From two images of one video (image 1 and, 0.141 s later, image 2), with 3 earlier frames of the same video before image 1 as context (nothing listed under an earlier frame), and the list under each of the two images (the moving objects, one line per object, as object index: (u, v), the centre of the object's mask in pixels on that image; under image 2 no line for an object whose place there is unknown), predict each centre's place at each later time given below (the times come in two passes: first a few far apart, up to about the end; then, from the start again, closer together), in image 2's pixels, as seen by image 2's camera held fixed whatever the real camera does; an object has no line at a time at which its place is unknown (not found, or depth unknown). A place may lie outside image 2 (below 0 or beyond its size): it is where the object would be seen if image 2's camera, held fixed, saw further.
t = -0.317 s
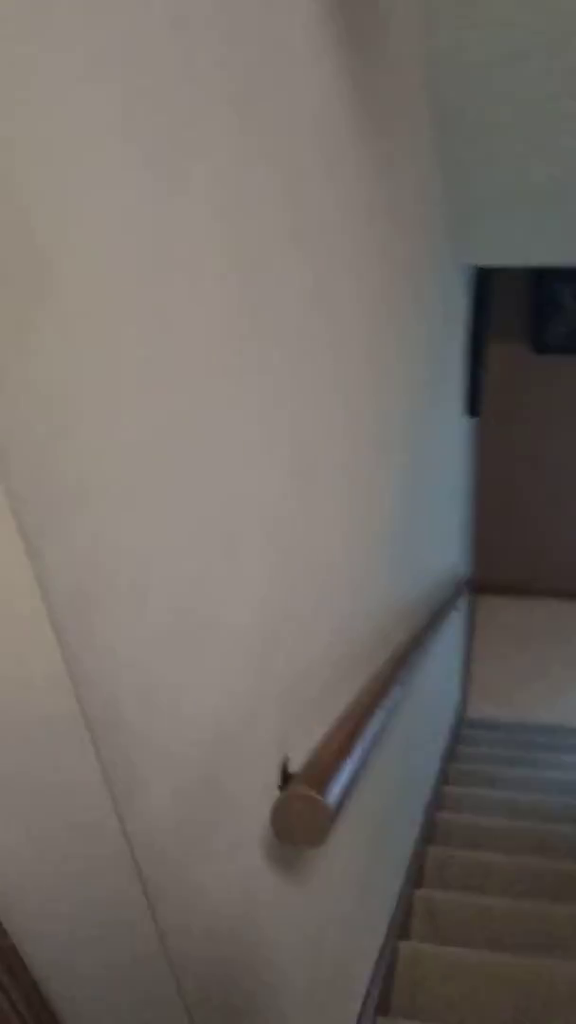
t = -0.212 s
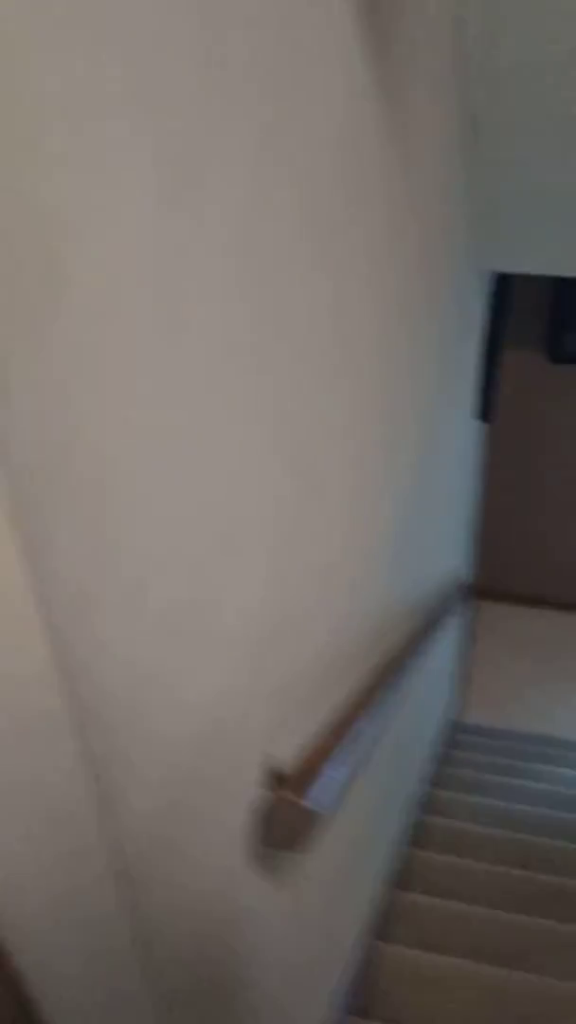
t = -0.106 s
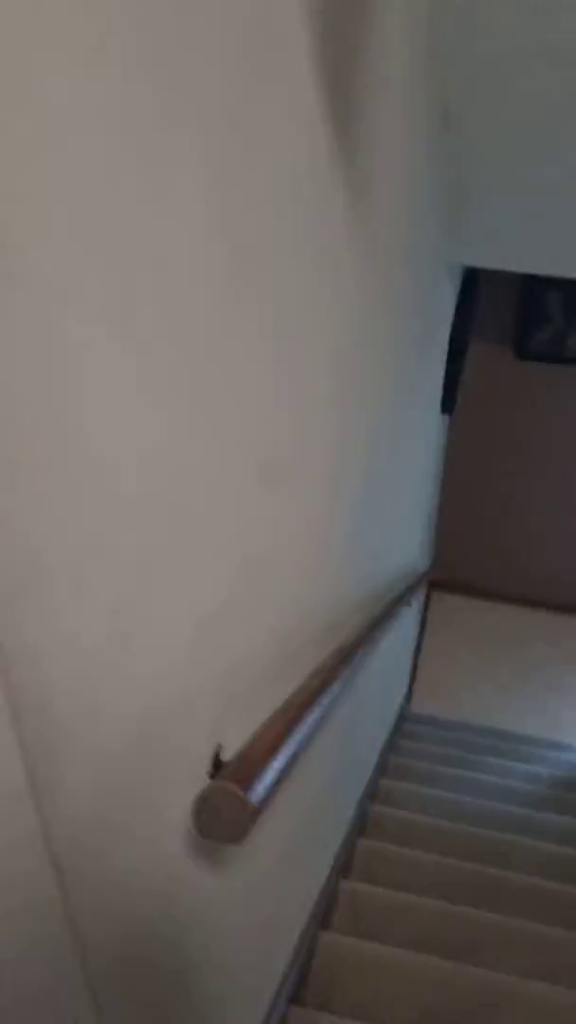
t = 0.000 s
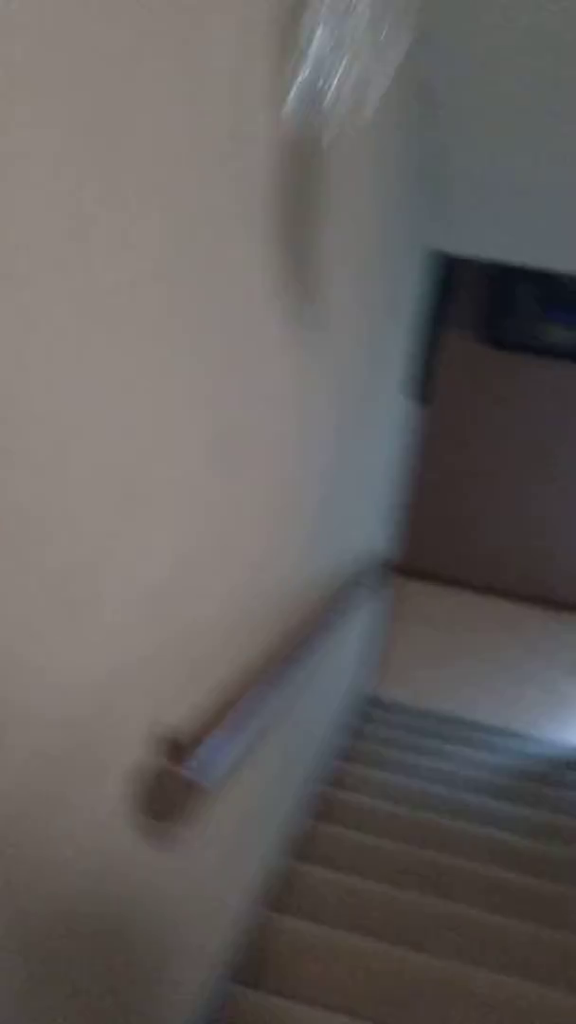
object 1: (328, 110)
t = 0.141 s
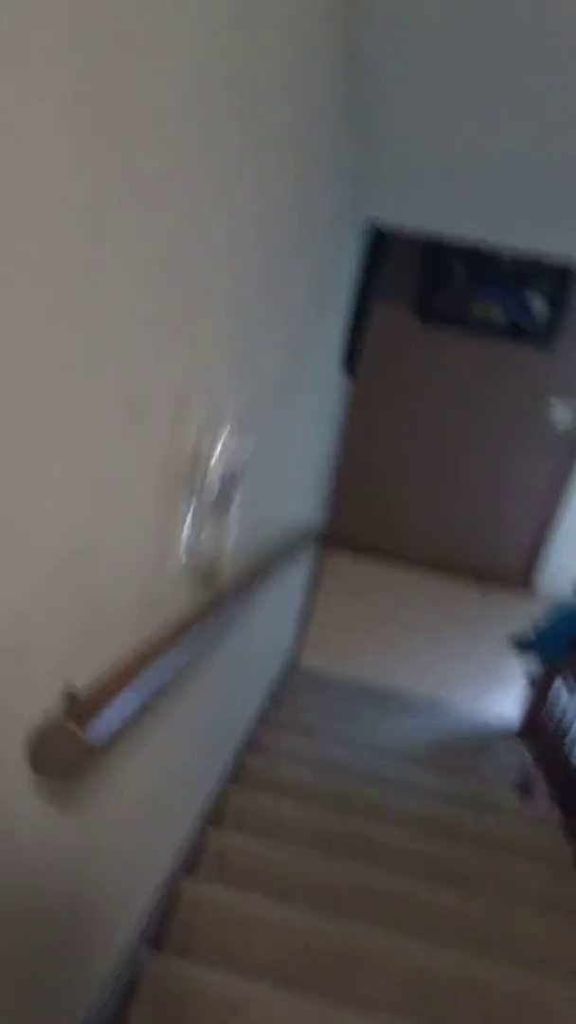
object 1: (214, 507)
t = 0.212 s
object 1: (218, 531)
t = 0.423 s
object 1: (252, 514)
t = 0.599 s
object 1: (315, 554)
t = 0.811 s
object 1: (390, 629)
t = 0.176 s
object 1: (211, 539)
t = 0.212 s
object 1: (218, 531)
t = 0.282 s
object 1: (231, 507)
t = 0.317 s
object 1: (238, 502)
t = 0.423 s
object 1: (252, 514)
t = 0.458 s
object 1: (258, 530)
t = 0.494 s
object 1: (262, 541)
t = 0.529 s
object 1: (266, 551)
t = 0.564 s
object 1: (293, 552)
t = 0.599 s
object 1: (315, 554)
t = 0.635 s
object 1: (328, 553)
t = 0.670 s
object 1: (339, 557)
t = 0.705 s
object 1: (352, 566)
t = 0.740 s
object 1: (376, 594)
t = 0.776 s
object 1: (383, 611)
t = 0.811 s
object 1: (390, 629)
